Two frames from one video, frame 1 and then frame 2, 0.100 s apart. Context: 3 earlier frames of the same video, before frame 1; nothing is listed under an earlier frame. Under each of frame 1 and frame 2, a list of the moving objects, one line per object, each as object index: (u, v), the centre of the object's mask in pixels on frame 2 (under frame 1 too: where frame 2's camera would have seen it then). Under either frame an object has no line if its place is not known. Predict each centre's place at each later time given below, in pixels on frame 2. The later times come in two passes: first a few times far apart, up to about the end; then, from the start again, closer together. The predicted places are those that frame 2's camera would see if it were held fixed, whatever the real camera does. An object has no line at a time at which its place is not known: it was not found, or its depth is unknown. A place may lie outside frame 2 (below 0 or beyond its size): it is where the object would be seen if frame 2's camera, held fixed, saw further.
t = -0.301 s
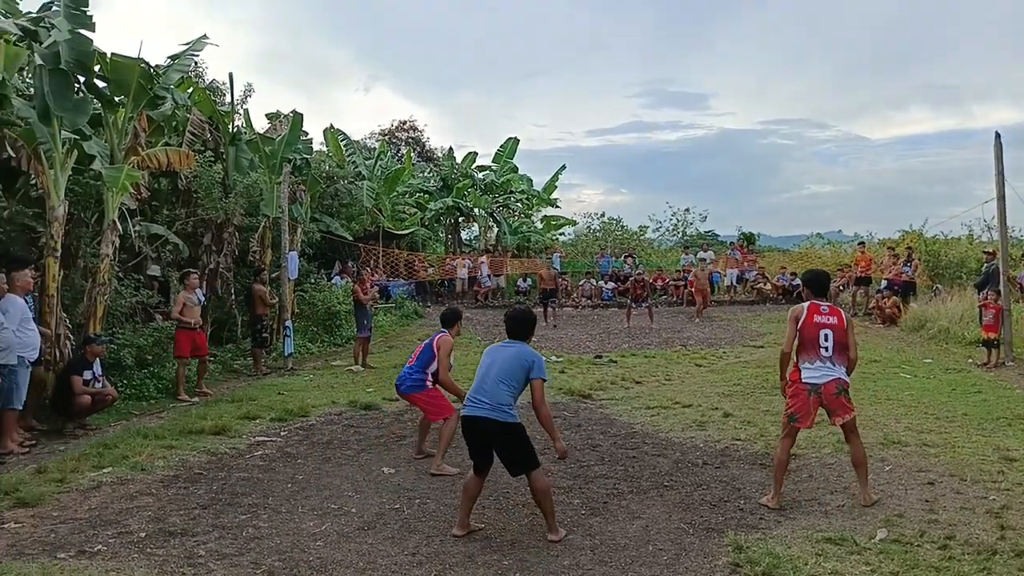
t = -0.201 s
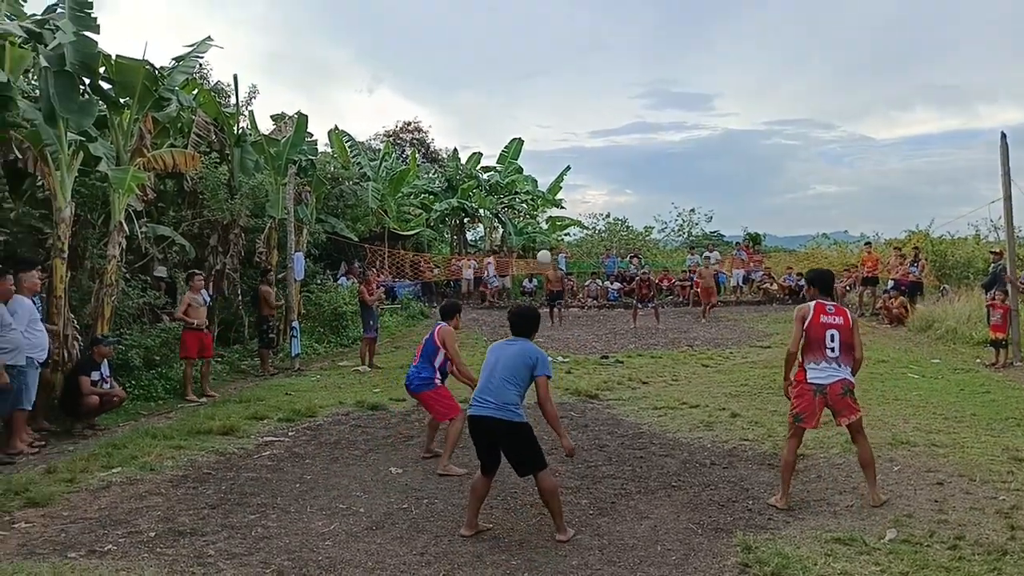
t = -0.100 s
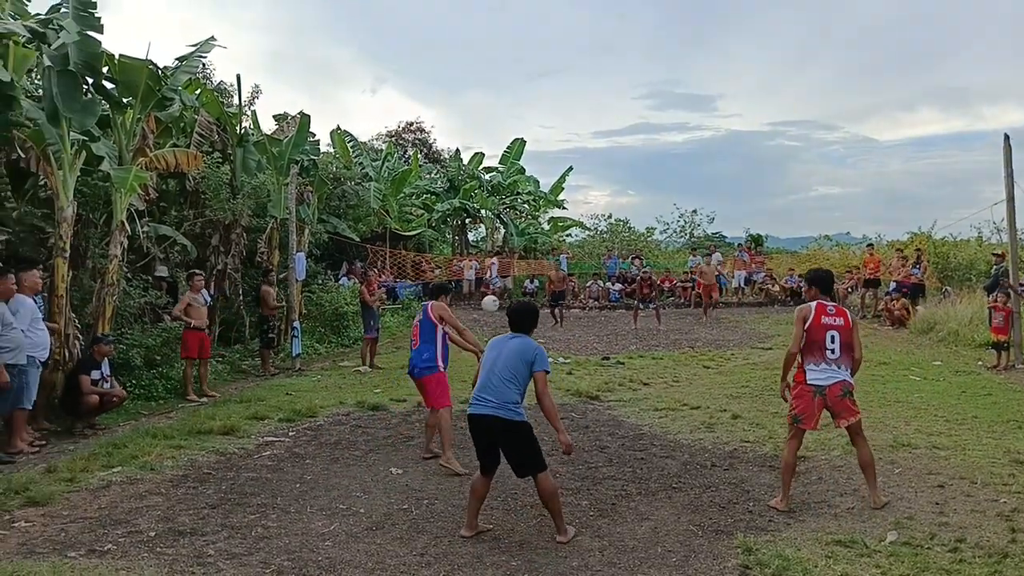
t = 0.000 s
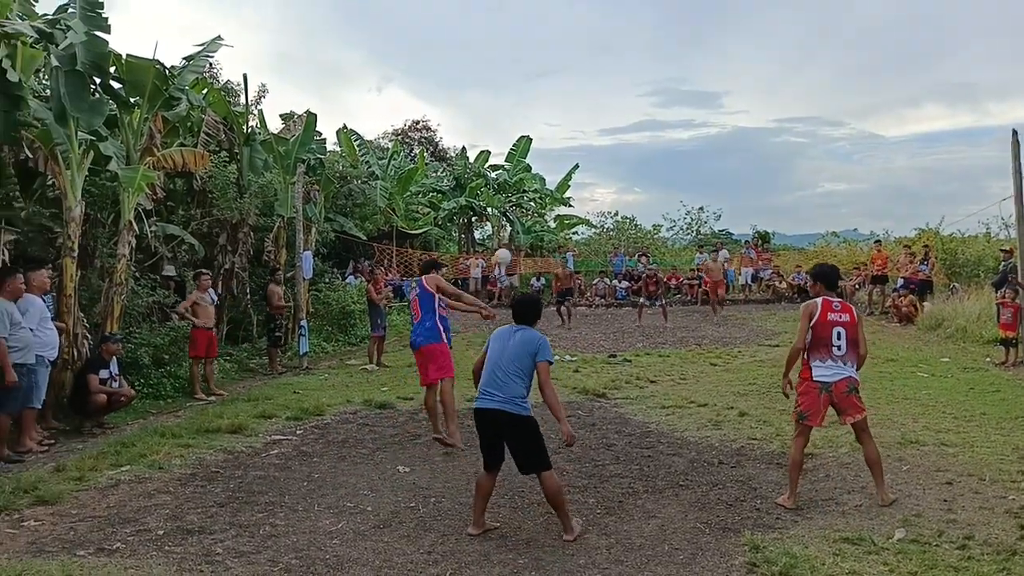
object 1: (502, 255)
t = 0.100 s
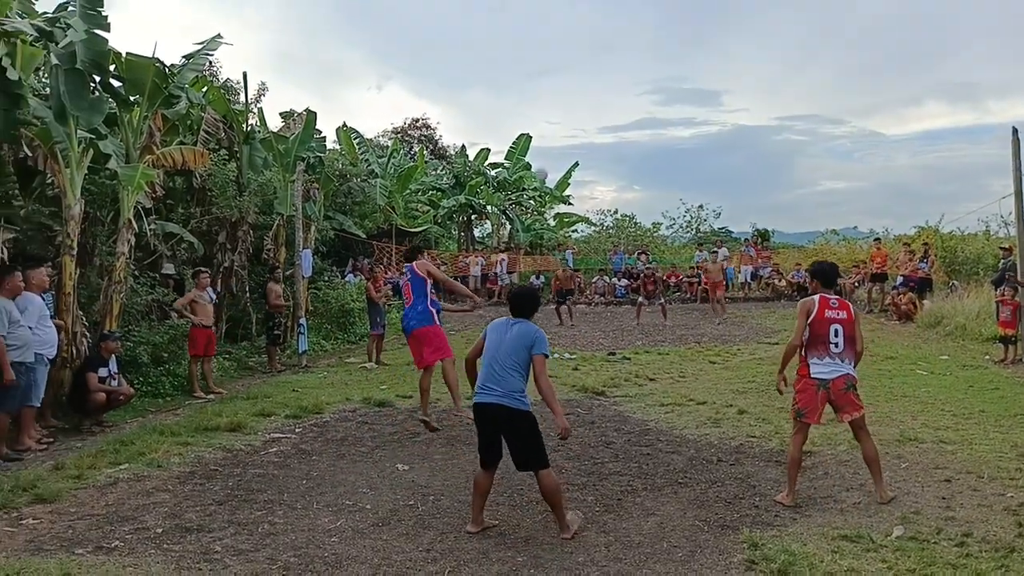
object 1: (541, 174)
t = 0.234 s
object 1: (581, 98)
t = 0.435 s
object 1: (629, 31)
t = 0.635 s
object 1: (665, 8)
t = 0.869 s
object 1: (698, 19)
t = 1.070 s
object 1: (719, 52)
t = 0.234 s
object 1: (581, 98)
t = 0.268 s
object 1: (591, 83)
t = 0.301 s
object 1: (599, 70)
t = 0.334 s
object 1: (607, 58)
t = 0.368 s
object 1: (615, 49)
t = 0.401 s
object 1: (623, 40)
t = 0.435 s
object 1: (629, 31)
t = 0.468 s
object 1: (635, 26)
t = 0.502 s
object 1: (642, 21)
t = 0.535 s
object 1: (648, 16)
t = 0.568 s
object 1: (654, 12)
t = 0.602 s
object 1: (660, 10)
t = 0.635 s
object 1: (665, 8)
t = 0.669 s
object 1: (670, 7)
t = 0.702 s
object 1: (675, 7)
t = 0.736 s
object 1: (680, 8)
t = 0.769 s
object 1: (685, 10)
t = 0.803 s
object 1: (689, 13)
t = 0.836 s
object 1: (694, 16)
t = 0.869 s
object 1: (698, 19)
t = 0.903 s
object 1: (701, 24)
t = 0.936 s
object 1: (705, 28)
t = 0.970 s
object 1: (709, 33)
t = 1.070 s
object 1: (719, 52)
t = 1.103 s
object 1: (722, 60)
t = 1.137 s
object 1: (724, 67)
